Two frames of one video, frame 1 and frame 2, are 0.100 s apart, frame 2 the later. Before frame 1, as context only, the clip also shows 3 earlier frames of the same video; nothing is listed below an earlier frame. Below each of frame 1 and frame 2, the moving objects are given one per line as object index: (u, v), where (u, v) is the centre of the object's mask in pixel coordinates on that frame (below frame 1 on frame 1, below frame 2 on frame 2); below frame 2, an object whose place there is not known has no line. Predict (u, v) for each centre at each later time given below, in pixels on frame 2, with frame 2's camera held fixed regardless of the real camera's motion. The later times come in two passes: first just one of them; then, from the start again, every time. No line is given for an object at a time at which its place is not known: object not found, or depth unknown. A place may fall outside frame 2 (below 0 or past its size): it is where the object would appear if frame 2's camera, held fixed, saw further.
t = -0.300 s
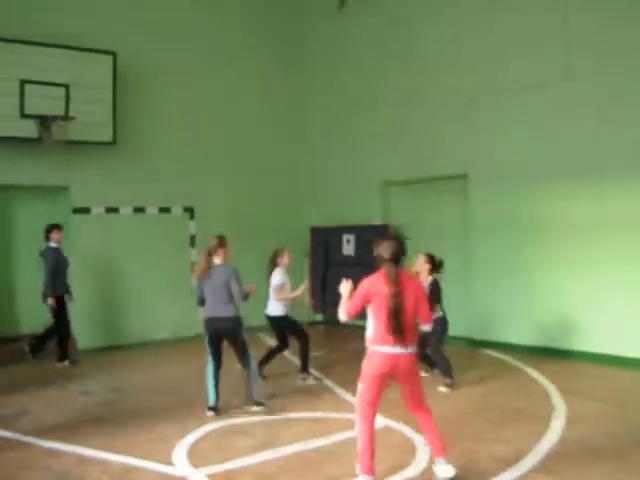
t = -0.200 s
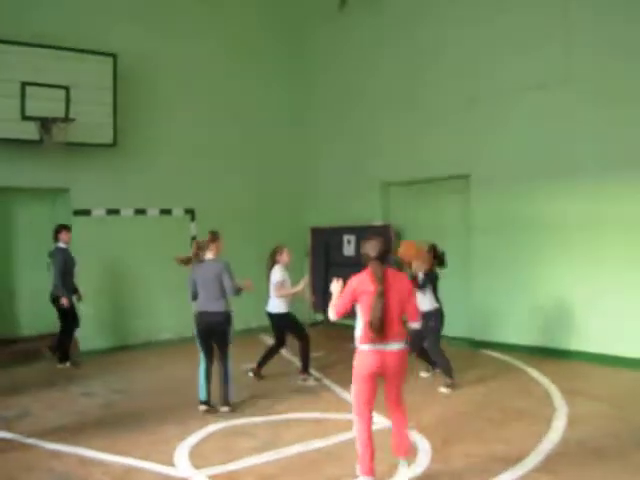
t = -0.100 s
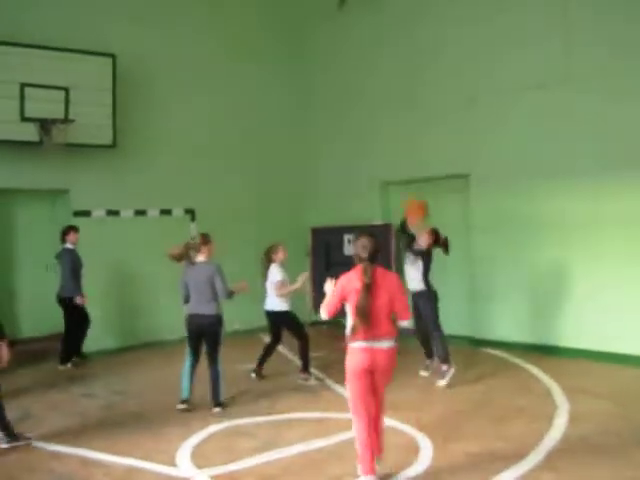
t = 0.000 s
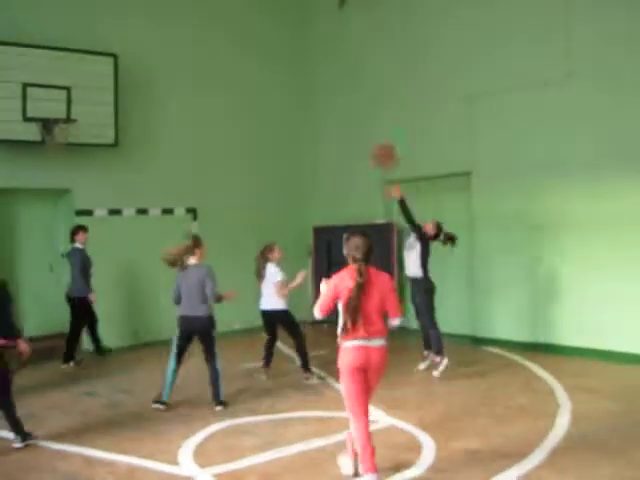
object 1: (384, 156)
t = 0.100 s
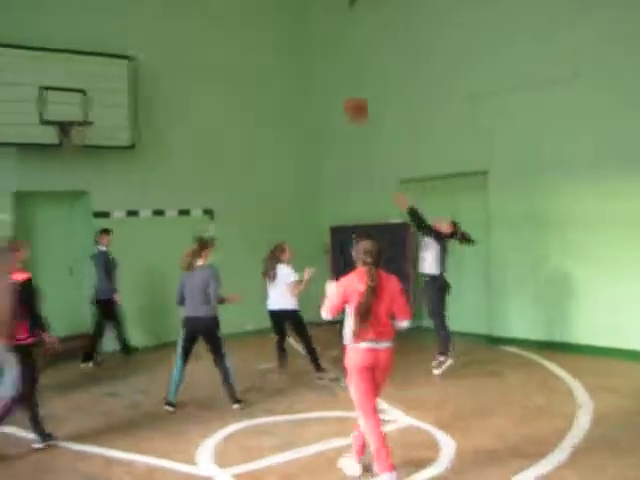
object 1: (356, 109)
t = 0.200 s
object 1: (316, 77)
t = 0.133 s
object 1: (342, 97)
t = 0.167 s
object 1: (330, 87)
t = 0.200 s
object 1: (316, 77)
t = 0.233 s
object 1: (303, 70)
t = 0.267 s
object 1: (292, 60)
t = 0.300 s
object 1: (280, 54)
